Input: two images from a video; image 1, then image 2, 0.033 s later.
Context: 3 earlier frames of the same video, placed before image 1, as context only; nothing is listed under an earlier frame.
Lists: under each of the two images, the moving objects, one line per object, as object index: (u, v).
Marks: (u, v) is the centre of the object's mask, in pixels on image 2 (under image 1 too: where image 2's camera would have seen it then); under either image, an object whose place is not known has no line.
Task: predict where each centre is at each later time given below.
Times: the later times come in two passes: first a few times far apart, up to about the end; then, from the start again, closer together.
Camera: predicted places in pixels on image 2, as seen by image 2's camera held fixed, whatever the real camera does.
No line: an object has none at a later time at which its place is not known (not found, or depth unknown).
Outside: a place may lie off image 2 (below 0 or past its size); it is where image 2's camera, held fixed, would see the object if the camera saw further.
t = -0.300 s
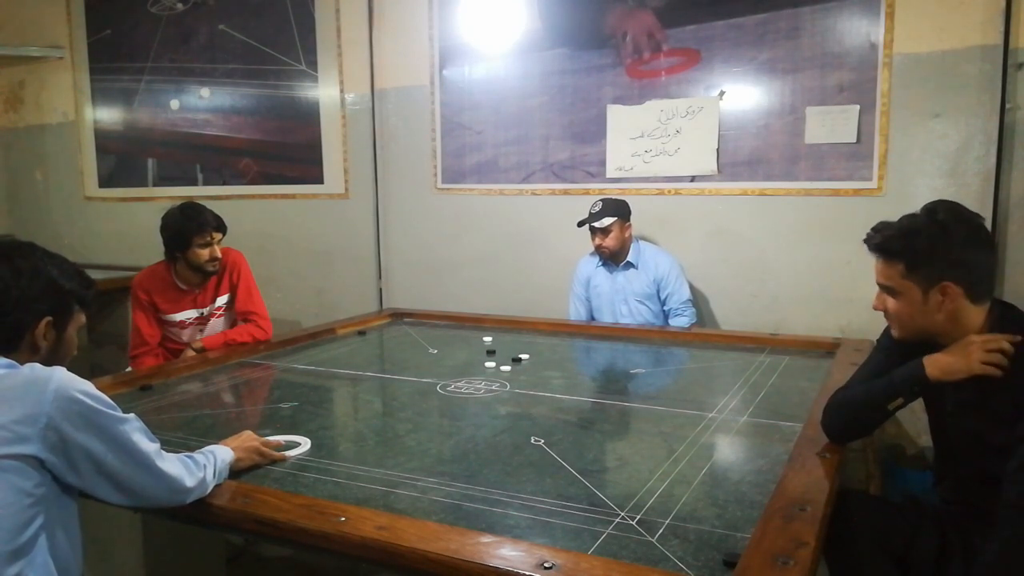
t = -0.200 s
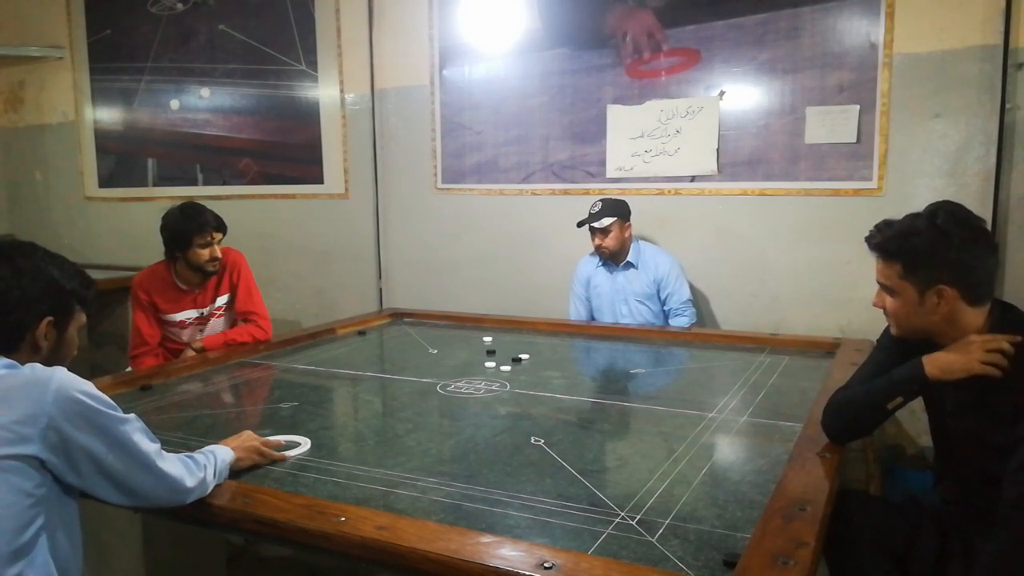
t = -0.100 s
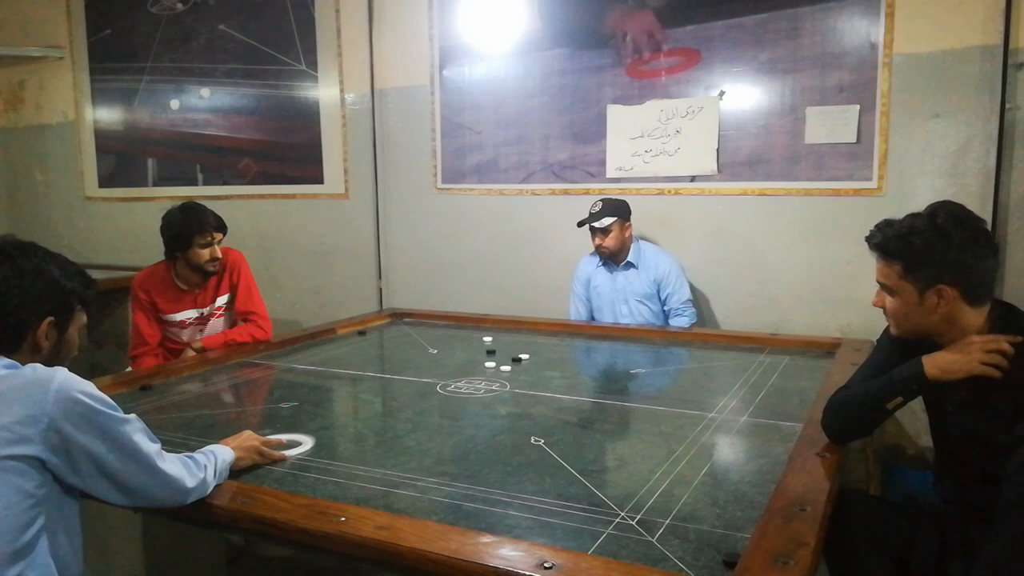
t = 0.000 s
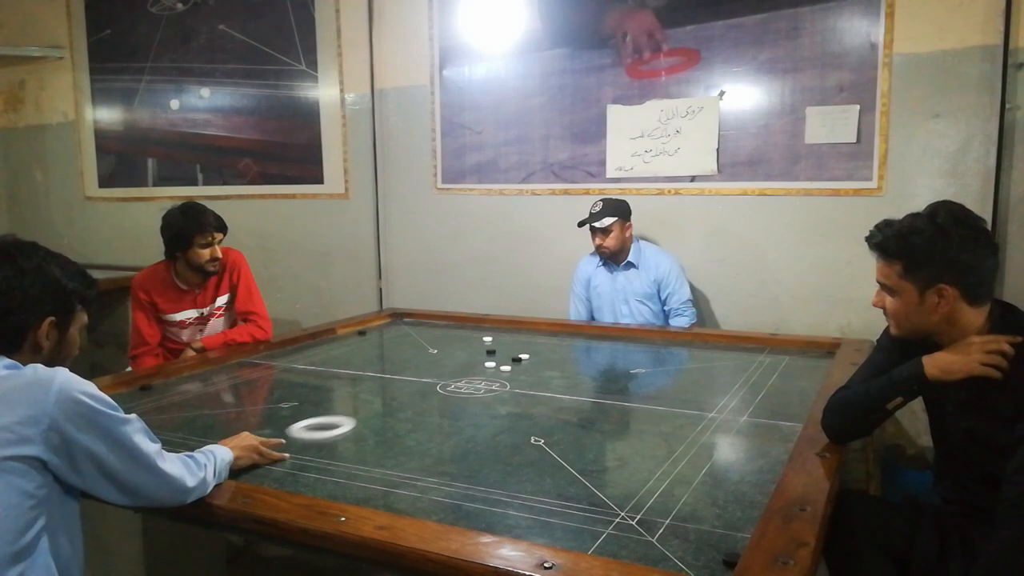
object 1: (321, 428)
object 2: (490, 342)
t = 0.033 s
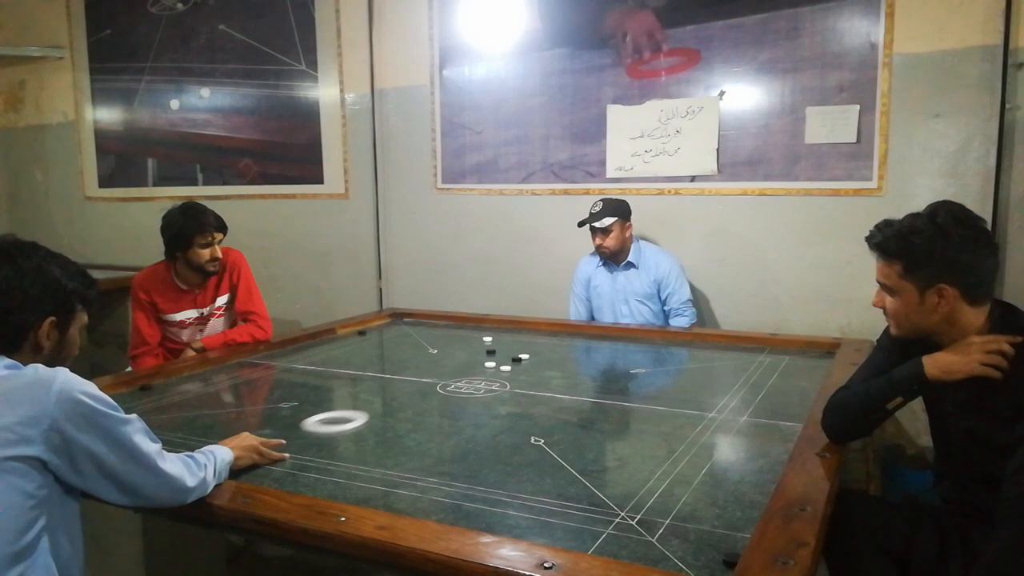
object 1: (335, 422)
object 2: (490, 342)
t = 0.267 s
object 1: (413, 387)
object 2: (490, 342)
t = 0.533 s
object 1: (475, 359)
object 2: (490, 342)
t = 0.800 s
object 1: (509, 341)
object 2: (488, 339)
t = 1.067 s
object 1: (523, 332)
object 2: (473, 338)
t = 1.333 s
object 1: (494, 338)
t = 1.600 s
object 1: (458, 346)
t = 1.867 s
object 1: (426, 353)
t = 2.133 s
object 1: (393, 360)
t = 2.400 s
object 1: (358, 368)
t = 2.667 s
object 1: (323, 375)
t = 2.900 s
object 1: (291, 383)
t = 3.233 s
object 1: (246, 392)
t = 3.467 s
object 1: (215, 399)
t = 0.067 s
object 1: (347, 416)
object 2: (490, 342)
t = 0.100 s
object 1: (359, 411)
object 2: (490, 342)
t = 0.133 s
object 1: (371, 405)
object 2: (490, 342)
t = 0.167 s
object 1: (383, 400)
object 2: (490, 342)
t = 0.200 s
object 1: (393, 396)
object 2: (490, 342)
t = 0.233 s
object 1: (404, 391)
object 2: (490, 342)
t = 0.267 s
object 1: (413, 387)
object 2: (490, 342)
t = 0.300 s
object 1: (423, 383)
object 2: (490, 342)
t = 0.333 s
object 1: (432, 379)
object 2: (490, 342)
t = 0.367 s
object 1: (440, 375)
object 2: (490, 342)
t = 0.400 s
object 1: (448, 372)
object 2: (490, 342)
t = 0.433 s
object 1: (456, 368)
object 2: (490, 342)
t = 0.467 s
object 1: (463, 365)
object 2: (490, 342)
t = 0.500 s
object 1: (469, 362)
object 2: (490, 342)
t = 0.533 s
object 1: (475, 359)
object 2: (490, 342)
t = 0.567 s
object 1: (480, 356)
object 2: (491, 341)
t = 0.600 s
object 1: (484, 354)
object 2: (490, 340)
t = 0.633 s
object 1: (489, 351)
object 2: (490, 340)
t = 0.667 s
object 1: (493, 349)
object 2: (489, 339)
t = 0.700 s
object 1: (497, 347)
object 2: (488, 339)
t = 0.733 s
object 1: (501, 345)
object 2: (488, 339)
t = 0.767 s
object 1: (505, 343)
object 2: (488, 339)
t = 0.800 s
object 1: (509, 341)
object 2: (488, 339)
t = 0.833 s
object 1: (512, 340)
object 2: (486, 340)
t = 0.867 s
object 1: (516, 338)
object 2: (485, 339)
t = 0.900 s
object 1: (520, 336)
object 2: (483, 339)
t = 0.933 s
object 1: (523, 334)
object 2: (480, 338)
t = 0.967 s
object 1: (524, 334)
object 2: (478, 338)
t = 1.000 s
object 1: (525, 332)
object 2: (476, 338)
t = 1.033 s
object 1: (526, 331)
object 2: (475, 338)
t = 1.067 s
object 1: (523, 332)
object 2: (473, 338)
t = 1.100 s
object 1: (519, 333)
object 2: (472, 338)
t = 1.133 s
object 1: (515, 333)
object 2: (470, 338)
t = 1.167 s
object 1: (512, 334)
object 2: (467, 337)
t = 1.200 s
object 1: (508, 335)
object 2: (465, 336)
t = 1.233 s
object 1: (505, 336)
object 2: (463, 336)
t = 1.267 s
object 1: (501, 337)
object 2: (462, 336)
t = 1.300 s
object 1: (497, 337)
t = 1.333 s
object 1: (494, 338)
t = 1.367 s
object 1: (490, 339)
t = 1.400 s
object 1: (486, 340)
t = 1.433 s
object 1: (478, 341)
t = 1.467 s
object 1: (475, 342)
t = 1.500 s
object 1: (471, 343)
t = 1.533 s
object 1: (467, 344)
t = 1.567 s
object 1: (462, 345)
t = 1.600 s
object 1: (458, 346)
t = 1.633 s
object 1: (454, 347)
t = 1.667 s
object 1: (450, 348)
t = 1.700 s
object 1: (446, 349)
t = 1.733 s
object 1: (442, 350)
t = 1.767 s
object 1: (439, 350)
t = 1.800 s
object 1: (434, 351)
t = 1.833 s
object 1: (430, 352)
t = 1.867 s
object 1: (426, 353)
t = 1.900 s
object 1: (422, 354)
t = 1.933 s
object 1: (418, 355)
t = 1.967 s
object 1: (414, 356)
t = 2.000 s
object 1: (410, 356)
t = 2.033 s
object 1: (407, 357)
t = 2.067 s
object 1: (402, 358)
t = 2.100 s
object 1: (397, 359)
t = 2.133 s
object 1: (393, 360)
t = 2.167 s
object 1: (389, 361)
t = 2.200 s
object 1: (384, 362)
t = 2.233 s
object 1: (380, 363)
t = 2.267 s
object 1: (376, 364)
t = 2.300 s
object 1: (372, 365)
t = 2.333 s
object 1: (368, 366)
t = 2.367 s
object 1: (363, 367)
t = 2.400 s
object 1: (358, 368)
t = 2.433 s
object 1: (354, 369)
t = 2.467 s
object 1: (350, 370)
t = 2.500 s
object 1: (345, 371)
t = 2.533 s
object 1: (341, 372)
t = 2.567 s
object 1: (336, 372)
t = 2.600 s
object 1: (332, 373)
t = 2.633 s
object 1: (327, 374)
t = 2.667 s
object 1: (323, 375)
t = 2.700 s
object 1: (318, 376)
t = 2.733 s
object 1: (314, 378)
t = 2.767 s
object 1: (310, 378)
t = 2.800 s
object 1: (305, 379)
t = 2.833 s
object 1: (300, 380)
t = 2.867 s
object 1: (296, 382)
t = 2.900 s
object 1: (291, 383)
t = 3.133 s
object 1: (260, 389)
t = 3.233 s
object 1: (246, 392)
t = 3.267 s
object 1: (241, 393)
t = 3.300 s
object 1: (237, 394)
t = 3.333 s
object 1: (233, 395)
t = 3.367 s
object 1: (228, 396)
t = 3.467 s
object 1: (215, 399)
